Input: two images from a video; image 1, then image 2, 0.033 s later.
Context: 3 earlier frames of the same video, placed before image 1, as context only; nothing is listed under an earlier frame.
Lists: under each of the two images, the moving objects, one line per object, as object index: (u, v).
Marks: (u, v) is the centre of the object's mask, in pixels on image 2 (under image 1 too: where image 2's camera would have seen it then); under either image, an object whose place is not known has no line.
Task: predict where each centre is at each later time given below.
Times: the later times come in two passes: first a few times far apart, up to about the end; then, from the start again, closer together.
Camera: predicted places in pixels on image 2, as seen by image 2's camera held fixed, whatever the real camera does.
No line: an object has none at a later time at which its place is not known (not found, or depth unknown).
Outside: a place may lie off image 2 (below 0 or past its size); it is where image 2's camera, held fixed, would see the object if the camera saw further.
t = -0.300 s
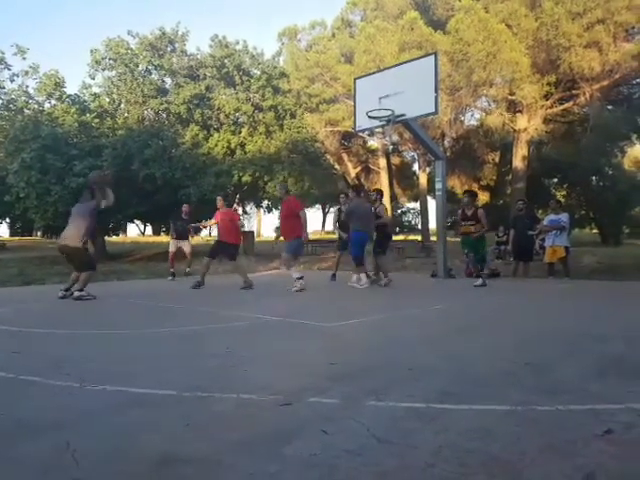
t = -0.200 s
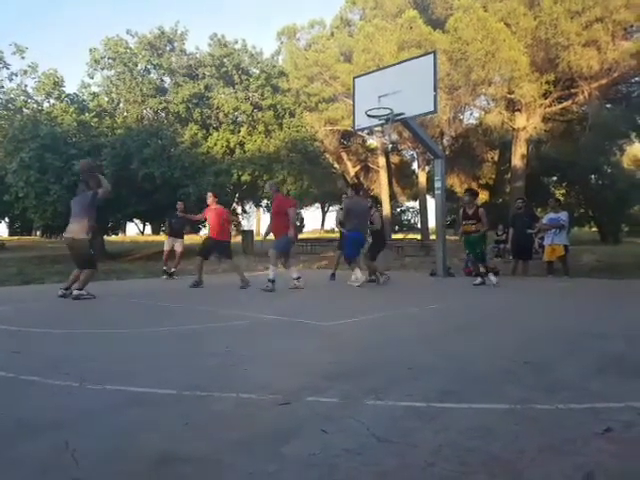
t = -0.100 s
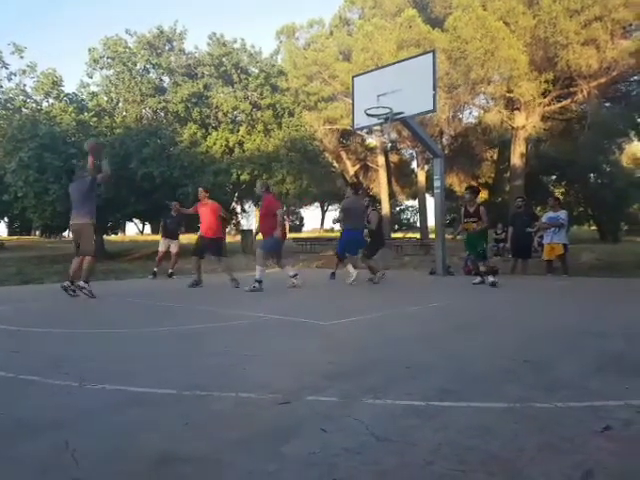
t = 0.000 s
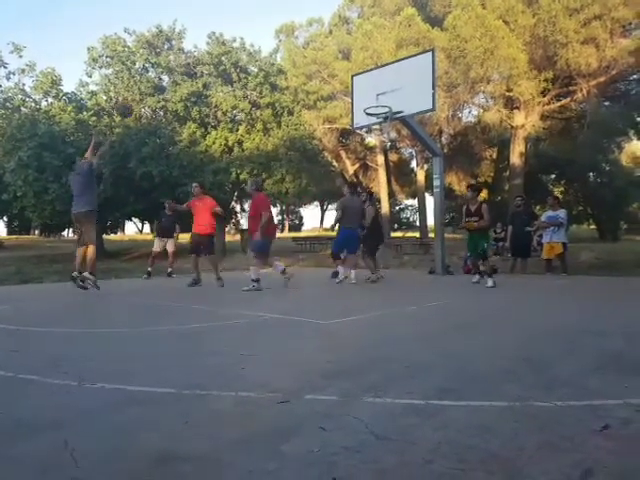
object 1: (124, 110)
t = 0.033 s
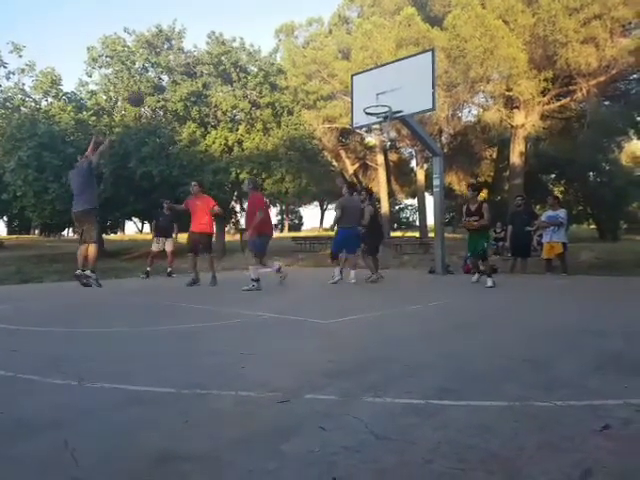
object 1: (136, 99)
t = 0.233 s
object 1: (200, 53)
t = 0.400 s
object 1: (248, 36)
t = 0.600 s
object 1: (303, 41)
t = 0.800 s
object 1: (352, 68)
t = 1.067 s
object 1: (380, 79)
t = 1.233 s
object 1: (367, 48)
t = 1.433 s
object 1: (353, 30)
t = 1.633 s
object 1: (338, 35)
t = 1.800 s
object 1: (325, 57)
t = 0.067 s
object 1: (151, 88)
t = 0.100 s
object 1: (158, 81)
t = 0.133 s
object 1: (168, 73)
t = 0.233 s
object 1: (200, 53)
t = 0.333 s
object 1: (229, 41)
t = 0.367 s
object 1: (238, 38)
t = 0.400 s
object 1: (248, 36)
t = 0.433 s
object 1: (257, 35)
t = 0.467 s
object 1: (266, 35)
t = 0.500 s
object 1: (275, 35)
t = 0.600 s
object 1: (303, 41)
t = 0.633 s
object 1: (311, 44)
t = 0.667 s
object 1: (320, 47)
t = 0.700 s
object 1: (328, 52)
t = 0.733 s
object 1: (336, 57)
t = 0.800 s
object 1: (352, 68)
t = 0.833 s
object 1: (360, 75)
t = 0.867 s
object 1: (367, 82)
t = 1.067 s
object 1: (380, 79)
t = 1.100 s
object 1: (378, 72)
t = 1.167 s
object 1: (372, 58)
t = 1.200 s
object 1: (370, 52)
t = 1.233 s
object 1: (367, 48)
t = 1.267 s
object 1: (365, 43)
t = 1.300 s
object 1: (363, 40)
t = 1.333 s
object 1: (360, 36)
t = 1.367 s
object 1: (358, 34)
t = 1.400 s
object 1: (356, 31)
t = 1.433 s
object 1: (353, 30)
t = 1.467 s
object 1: (351, 28)
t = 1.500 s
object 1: (348, 28)
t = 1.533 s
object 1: (346, 28)
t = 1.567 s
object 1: (343, 30)
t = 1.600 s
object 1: (340, 33)
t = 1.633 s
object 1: (338, 35)
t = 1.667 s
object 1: (334, 37)
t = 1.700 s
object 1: (332, 42)
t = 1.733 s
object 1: (330, 46)
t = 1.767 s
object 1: (328, 51)
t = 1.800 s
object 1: (325, 57)
